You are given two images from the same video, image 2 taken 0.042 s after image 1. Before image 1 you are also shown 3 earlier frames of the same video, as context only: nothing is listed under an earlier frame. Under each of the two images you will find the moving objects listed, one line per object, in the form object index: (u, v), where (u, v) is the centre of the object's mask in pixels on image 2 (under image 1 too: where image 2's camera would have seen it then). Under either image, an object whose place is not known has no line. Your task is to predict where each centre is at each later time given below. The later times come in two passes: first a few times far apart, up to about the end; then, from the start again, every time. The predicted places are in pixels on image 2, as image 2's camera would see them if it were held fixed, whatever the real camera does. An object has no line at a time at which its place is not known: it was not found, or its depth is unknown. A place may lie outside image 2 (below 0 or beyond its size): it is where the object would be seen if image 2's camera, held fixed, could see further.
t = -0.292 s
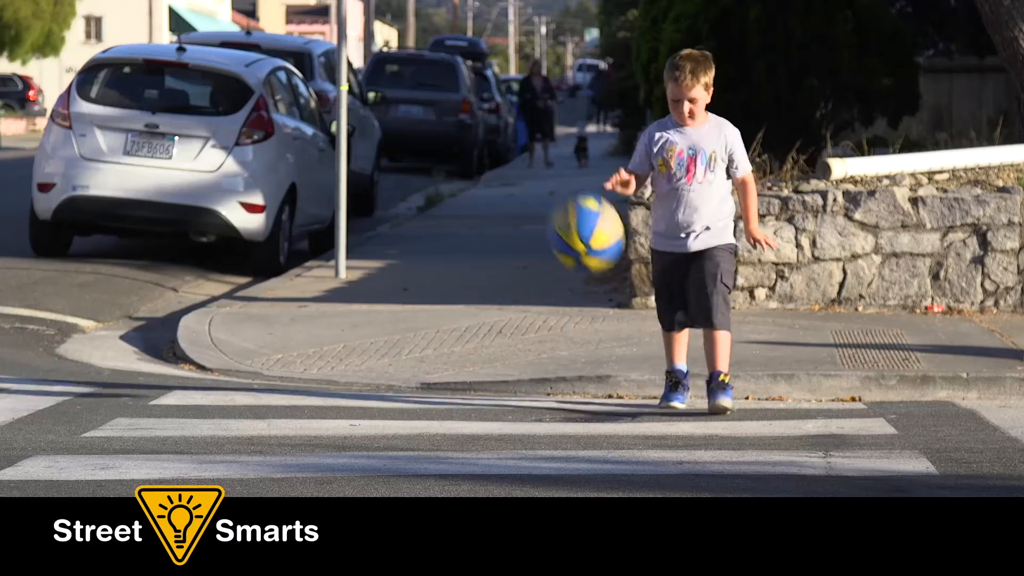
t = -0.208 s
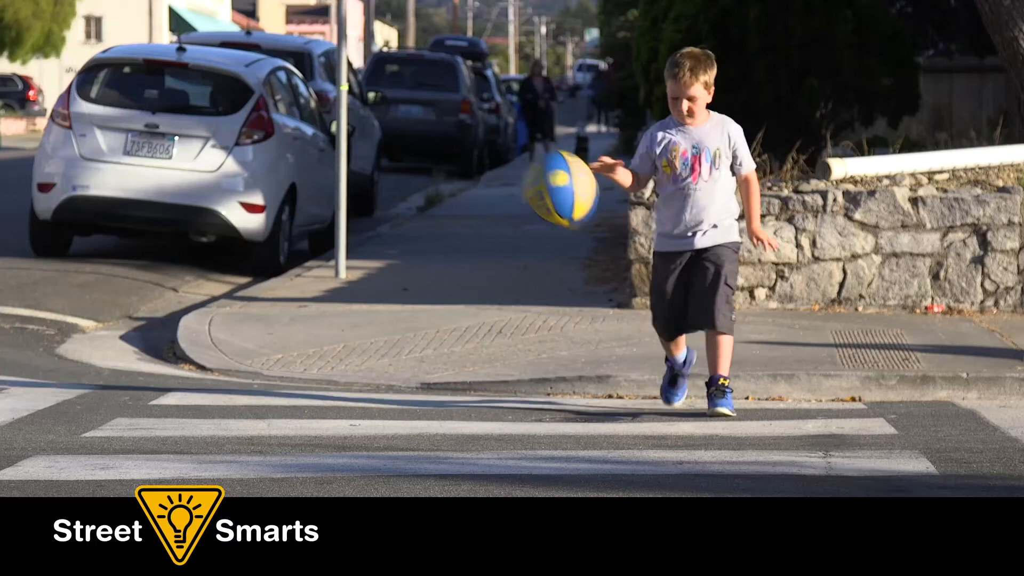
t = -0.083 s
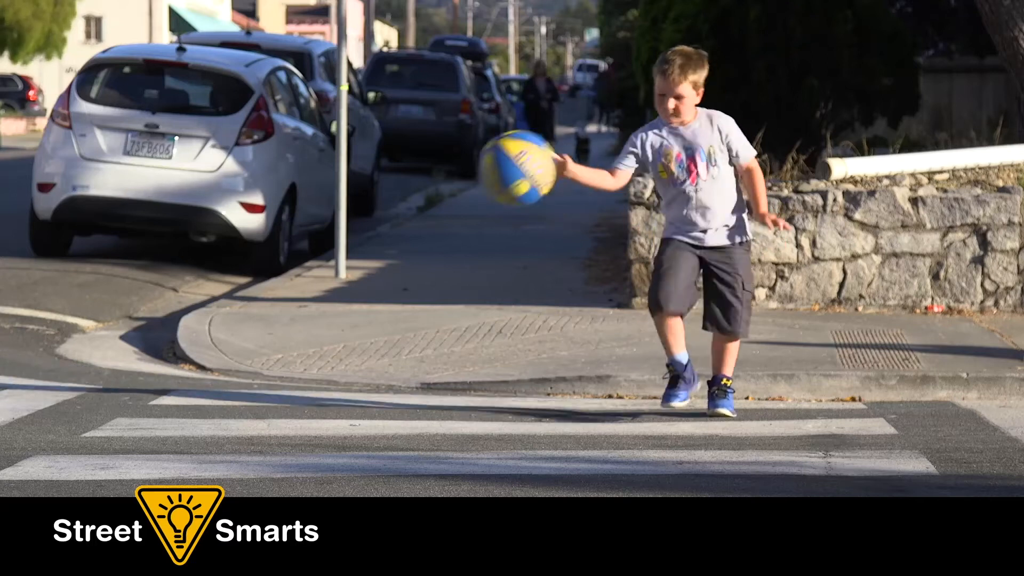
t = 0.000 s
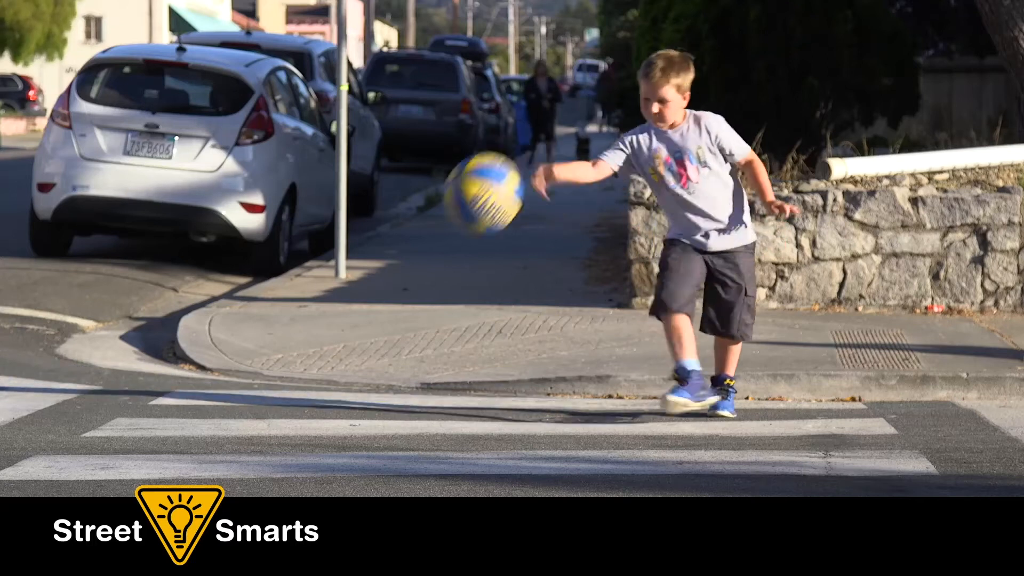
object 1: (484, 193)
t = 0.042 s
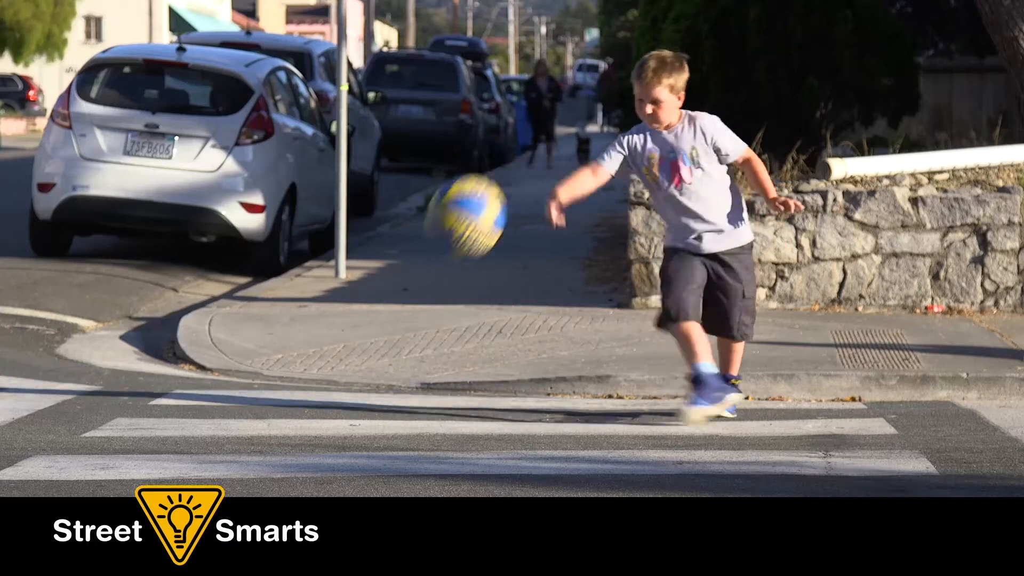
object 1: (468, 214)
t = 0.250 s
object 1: (382, 378)
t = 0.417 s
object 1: (335, 250)
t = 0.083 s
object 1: (451, 244)
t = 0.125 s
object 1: (433, 277)
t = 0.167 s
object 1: (415, 320)
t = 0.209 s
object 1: (397, 371)
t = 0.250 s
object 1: (382, 378)
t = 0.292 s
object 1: (370, 340)
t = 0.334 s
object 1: (360, 306)
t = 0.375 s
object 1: (347, 274)
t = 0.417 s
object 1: (335, 250)
